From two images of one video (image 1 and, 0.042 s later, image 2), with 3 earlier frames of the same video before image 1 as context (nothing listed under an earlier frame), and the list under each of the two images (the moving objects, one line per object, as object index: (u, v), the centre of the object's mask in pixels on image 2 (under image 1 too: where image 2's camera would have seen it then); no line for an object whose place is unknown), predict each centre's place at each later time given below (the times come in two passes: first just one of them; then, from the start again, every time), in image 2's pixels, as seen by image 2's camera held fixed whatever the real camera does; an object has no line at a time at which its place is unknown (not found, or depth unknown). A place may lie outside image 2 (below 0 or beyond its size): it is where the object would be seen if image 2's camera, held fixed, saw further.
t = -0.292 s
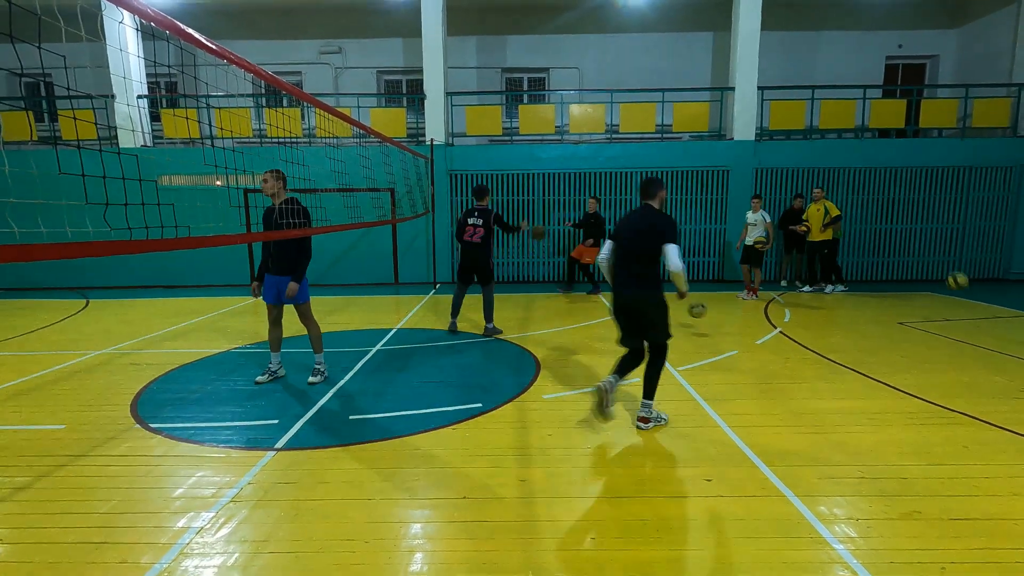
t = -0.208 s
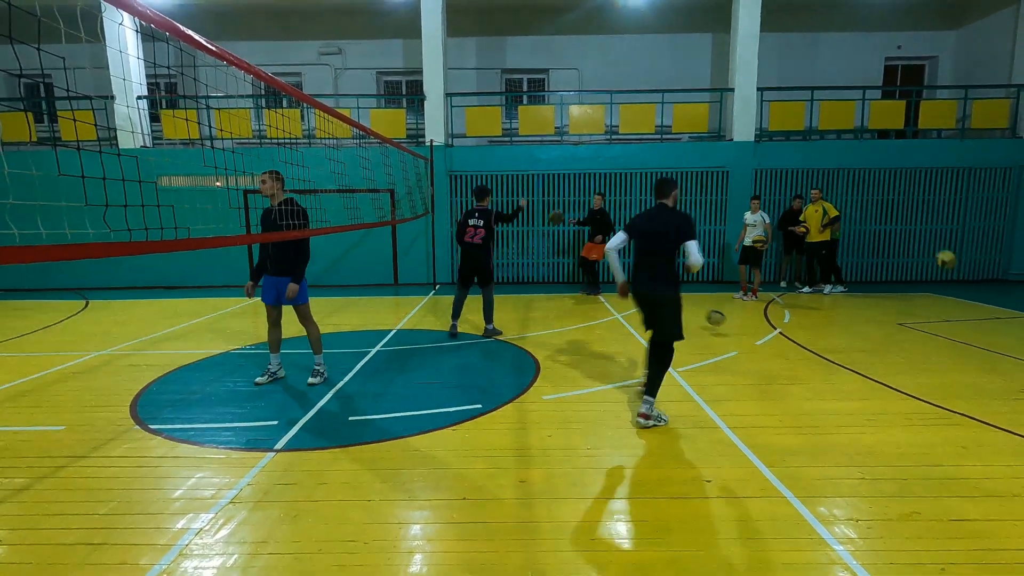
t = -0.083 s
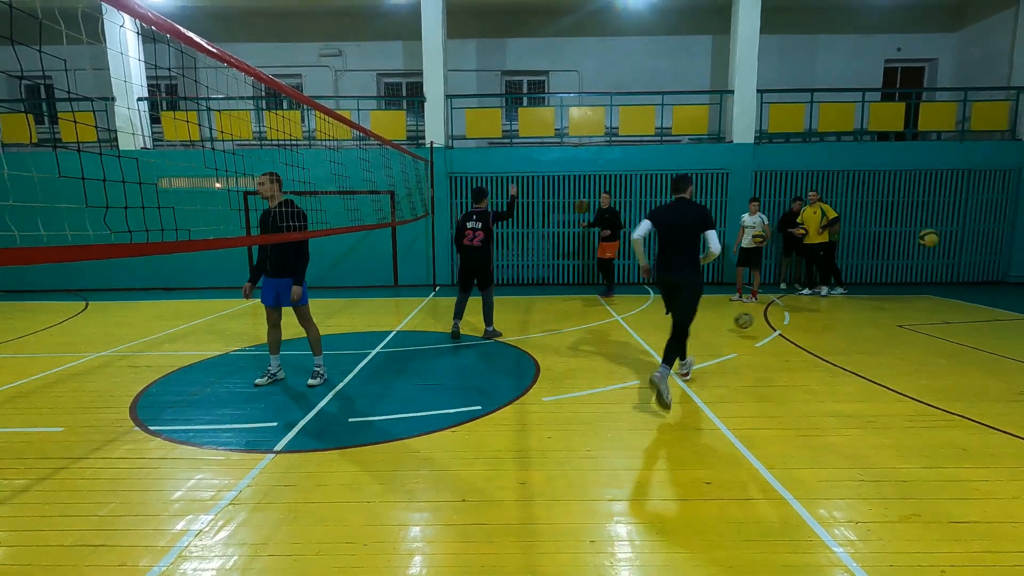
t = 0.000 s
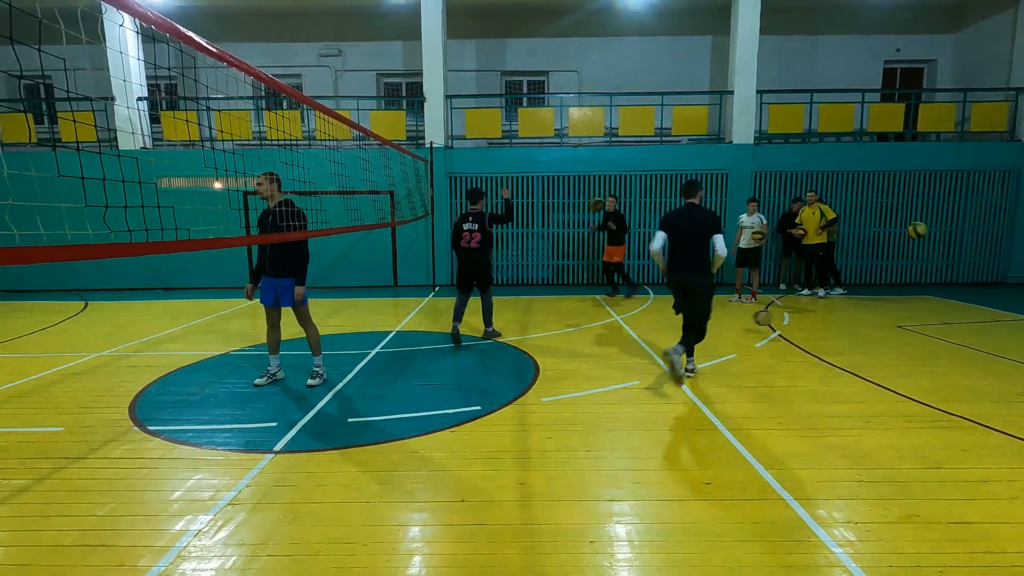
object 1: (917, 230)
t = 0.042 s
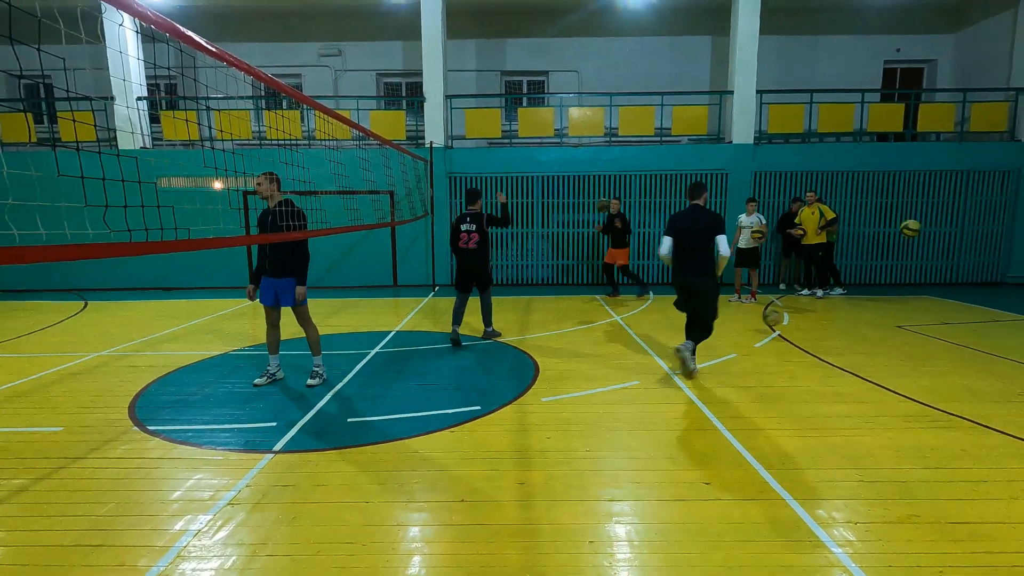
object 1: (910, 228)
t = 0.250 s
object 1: (879, 238)
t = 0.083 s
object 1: (903, 227)
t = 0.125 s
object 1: (897, 228)
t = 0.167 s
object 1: (891, 230)
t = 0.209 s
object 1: (885, 234)
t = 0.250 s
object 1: (879, 238)
